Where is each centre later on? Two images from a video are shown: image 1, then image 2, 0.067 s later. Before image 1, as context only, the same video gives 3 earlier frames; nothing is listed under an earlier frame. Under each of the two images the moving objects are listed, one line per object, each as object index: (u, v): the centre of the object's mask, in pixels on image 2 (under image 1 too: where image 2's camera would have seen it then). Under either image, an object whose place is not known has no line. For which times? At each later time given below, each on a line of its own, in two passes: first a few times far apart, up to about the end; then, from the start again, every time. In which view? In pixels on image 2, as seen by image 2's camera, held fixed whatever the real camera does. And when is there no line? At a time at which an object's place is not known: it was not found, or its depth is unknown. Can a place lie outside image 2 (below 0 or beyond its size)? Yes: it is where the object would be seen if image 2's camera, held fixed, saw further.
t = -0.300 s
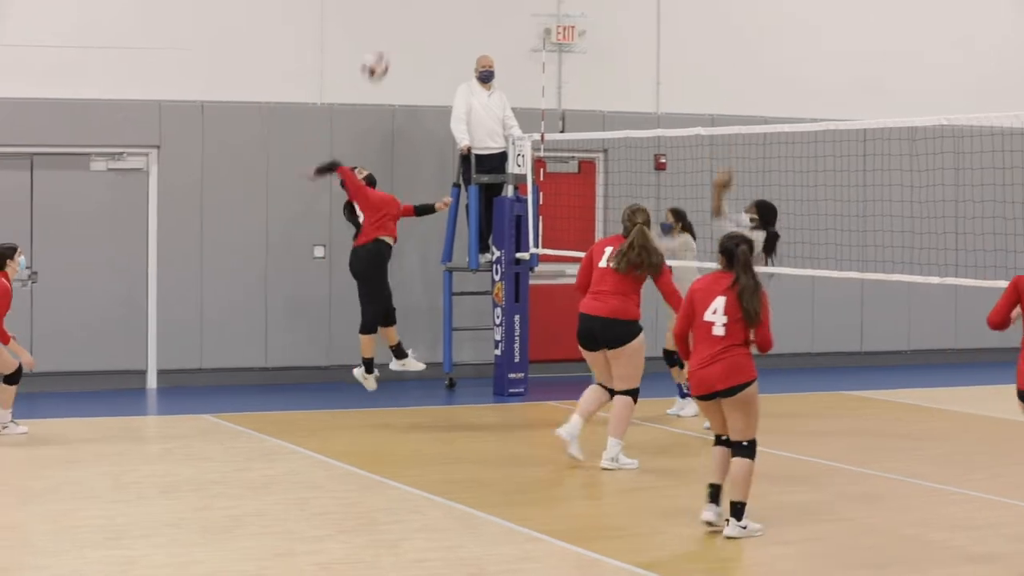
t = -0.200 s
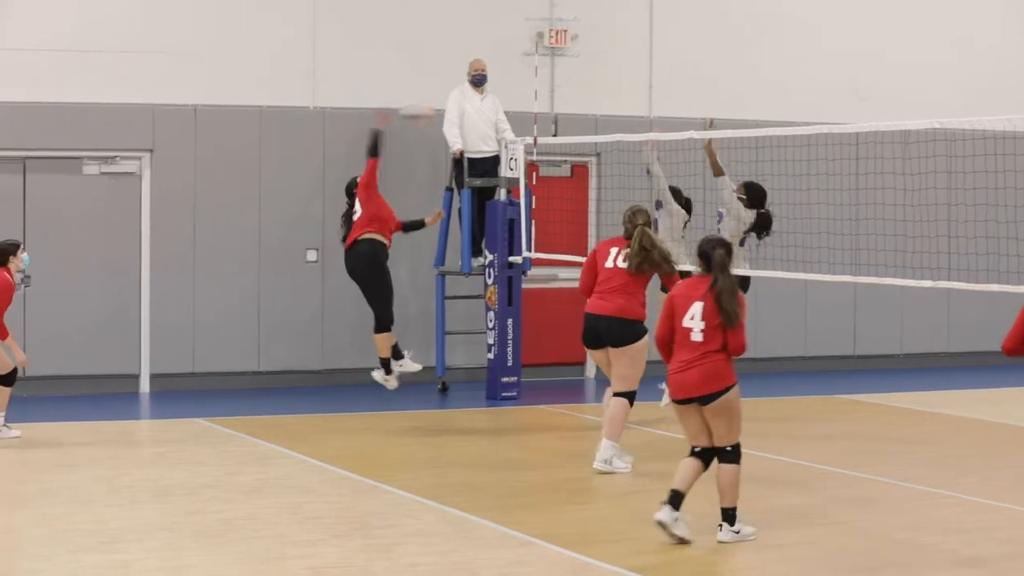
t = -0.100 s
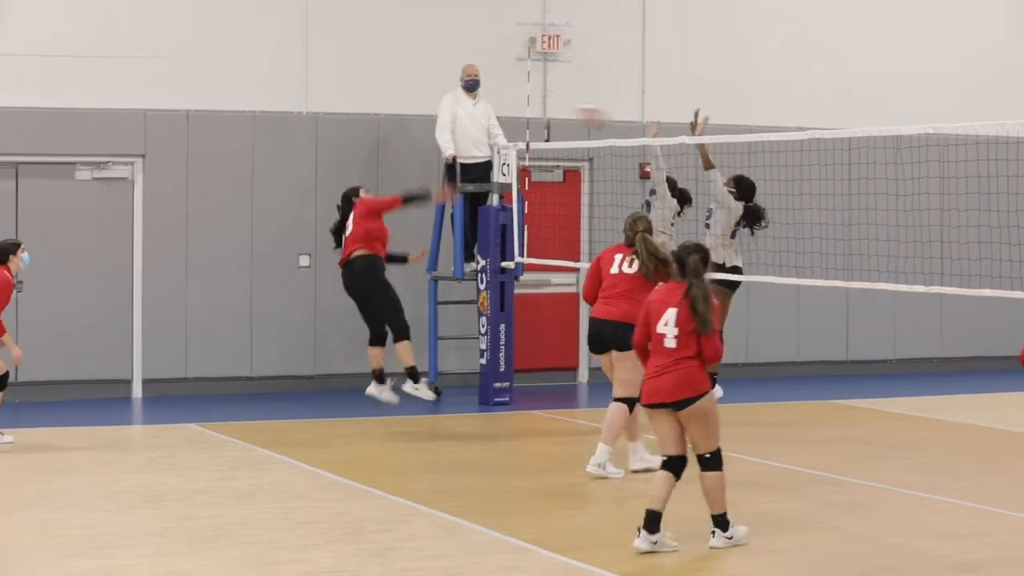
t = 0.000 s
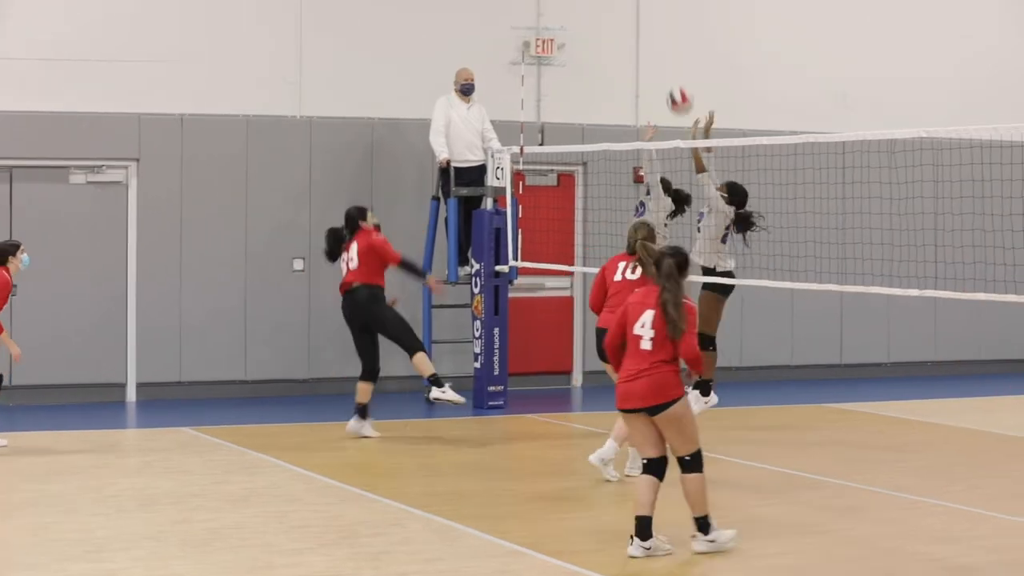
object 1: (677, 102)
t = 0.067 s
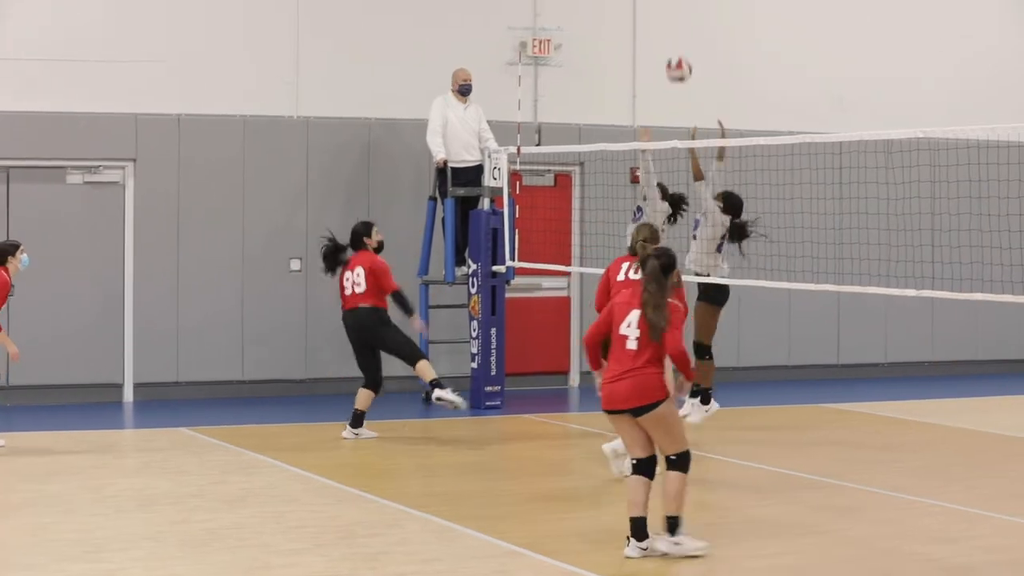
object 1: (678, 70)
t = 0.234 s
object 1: (682, 12)
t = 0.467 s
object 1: (687, 0)
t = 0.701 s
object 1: (690, 44)
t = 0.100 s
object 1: (679, 55)
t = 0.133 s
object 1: (680, 43)
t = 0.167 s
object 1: (681, 31)
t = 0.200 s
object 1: (681, 21)
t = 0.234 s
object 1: (682, 12)
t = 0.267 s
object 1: (682, 7)
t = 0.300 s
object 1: (684, 3)
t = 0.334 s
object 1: (684, 1)
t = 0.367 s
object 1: (685, 0)
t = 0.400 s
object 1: (685, -1)
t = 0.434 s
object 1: (686, -1)
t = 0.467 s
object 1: (687, 0)
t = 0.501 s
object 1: (687, 1)
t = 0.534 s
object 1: (687, 3)
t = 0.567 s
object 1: (688, 6)
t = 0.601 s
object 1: (688, 14)
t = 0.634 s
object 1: (689, 23)
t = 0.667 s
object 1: (689, 32)
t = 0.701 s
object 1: (690, 44)
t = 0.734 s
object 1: (690, 57)
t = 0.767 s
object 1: (691, 72)
